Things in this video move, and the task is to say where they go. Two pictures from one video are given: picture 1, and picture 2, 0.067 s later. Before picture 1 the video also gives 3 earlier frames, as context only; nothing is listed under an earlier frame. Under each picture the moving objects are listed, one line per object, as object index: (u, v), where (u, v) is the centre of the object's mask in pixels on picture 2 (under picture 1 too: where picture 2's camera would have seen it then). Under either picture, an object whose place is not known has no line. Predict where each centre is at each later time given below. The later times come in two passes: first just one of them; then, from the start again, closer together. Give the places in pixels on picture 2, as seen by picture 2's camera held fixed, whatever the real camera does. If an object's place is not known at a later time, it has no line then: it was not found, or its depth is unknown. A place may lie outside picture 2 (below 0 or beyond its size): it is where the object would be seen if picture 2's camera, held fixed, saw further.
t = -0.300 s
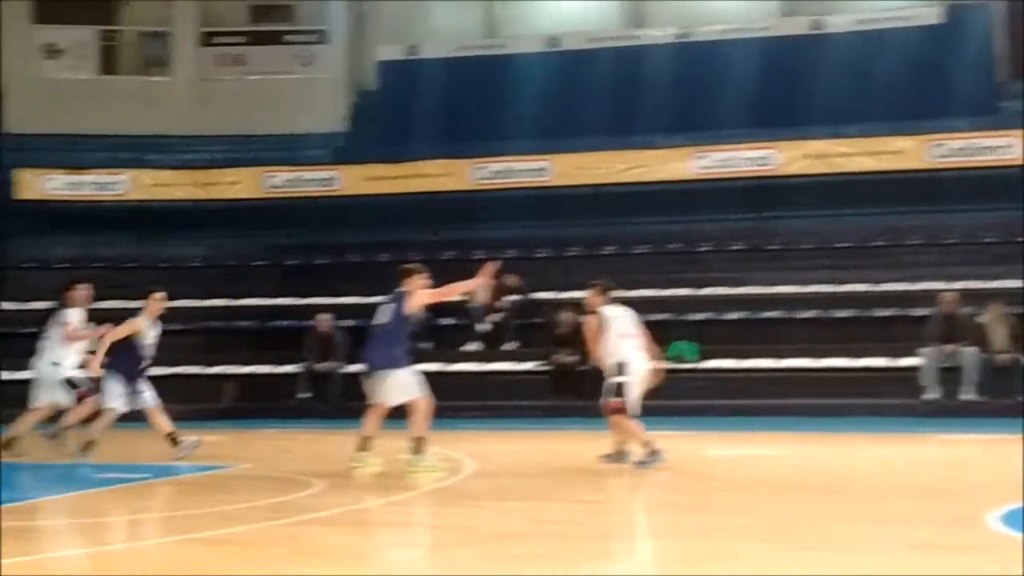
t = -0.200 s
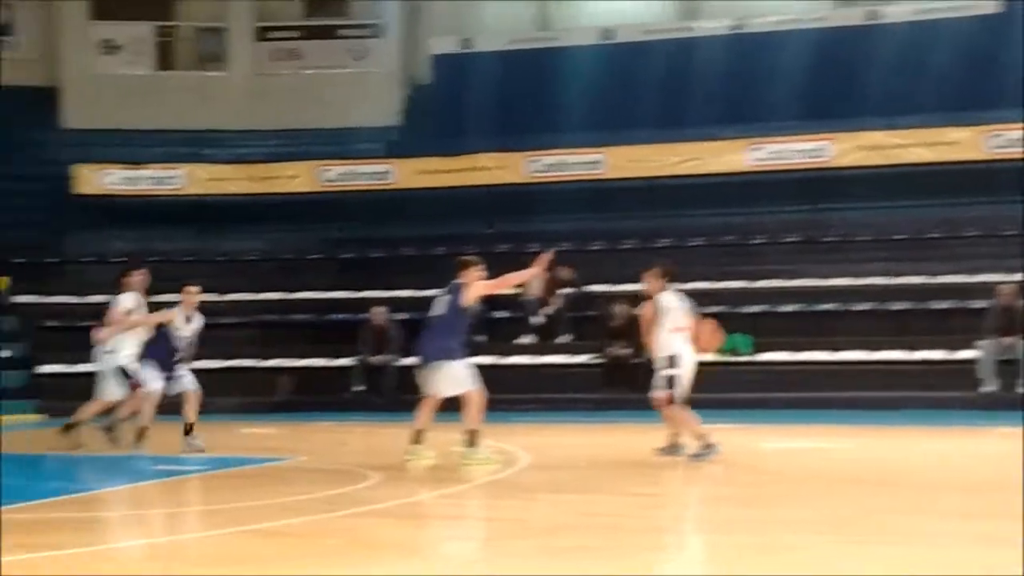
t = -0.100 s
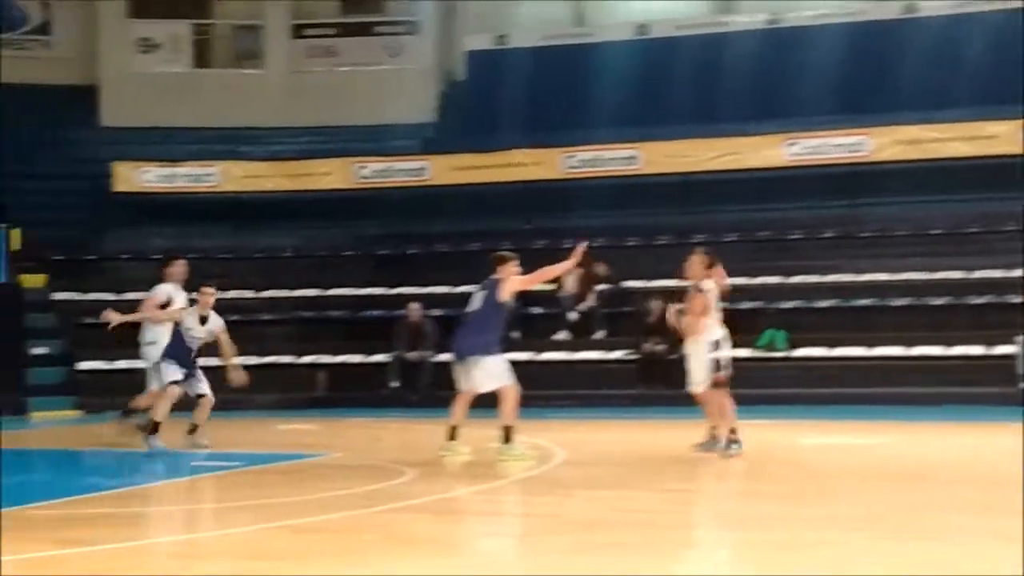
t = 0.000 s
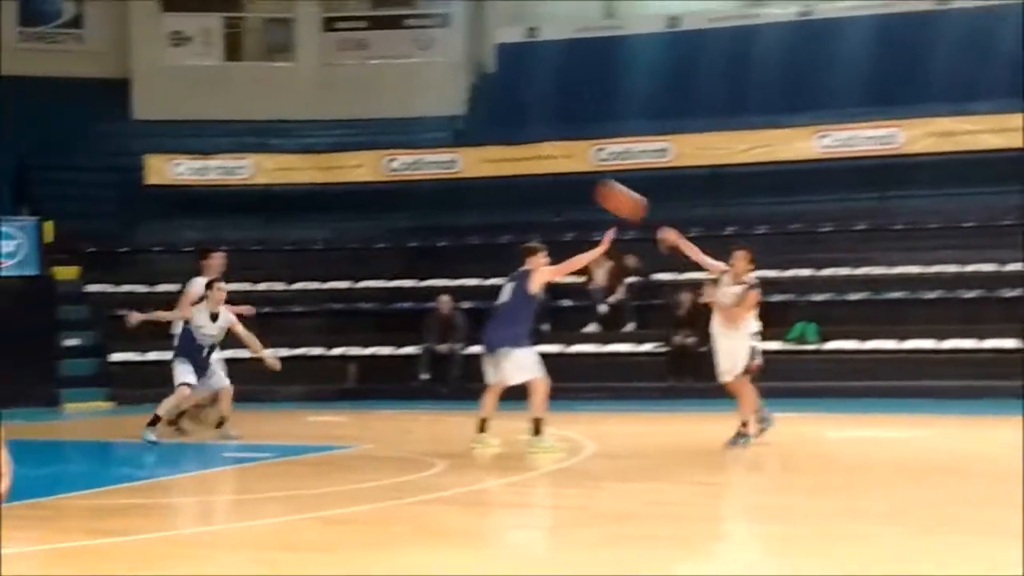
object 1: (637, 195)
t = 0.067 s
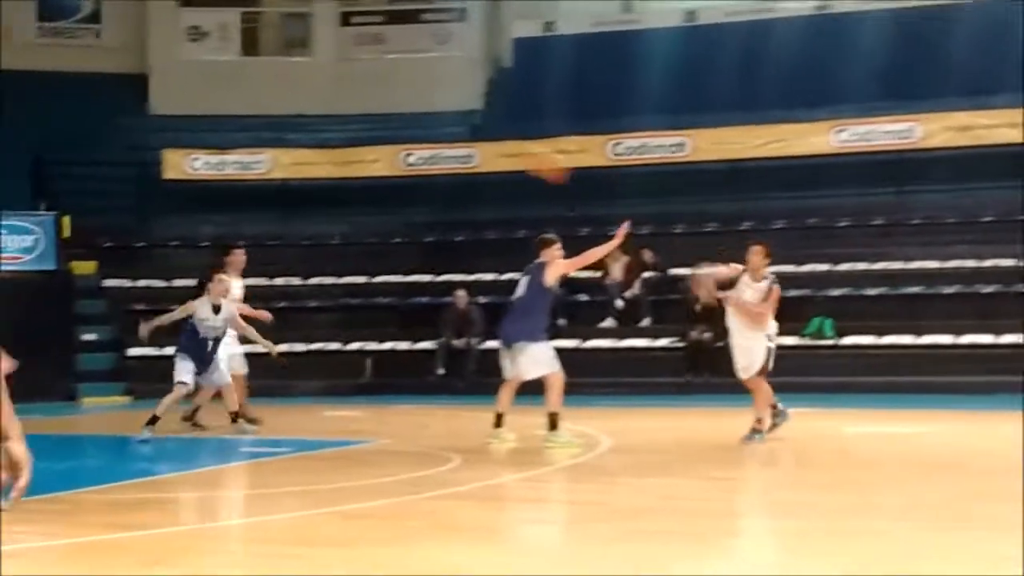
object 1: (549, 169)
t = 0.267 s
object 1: (215, 80)
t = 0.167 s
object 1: (389, 120)
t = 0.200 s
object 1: (335, 107)
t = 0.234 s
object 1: (277, 93)
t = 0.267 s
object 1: (215, 80)
